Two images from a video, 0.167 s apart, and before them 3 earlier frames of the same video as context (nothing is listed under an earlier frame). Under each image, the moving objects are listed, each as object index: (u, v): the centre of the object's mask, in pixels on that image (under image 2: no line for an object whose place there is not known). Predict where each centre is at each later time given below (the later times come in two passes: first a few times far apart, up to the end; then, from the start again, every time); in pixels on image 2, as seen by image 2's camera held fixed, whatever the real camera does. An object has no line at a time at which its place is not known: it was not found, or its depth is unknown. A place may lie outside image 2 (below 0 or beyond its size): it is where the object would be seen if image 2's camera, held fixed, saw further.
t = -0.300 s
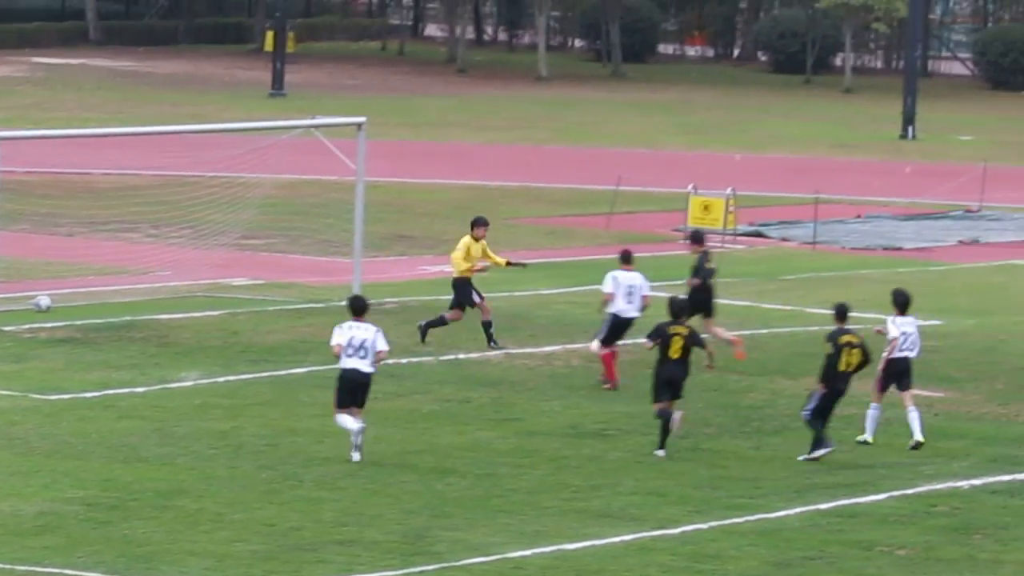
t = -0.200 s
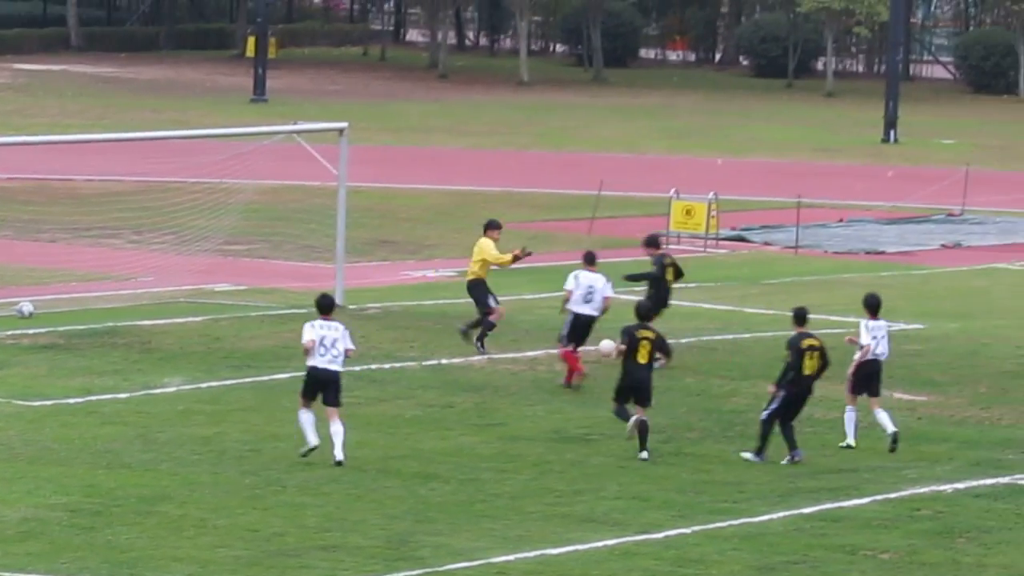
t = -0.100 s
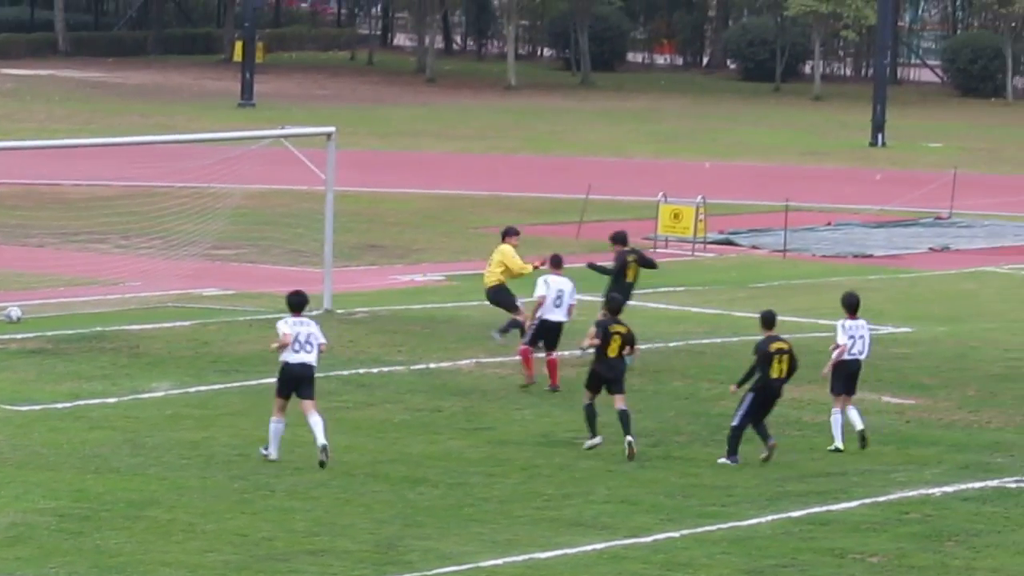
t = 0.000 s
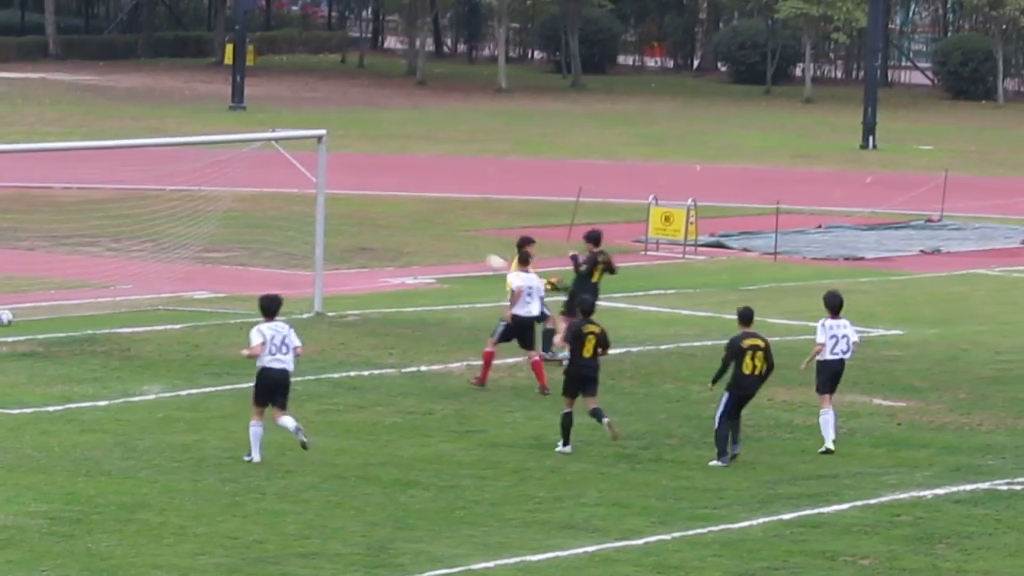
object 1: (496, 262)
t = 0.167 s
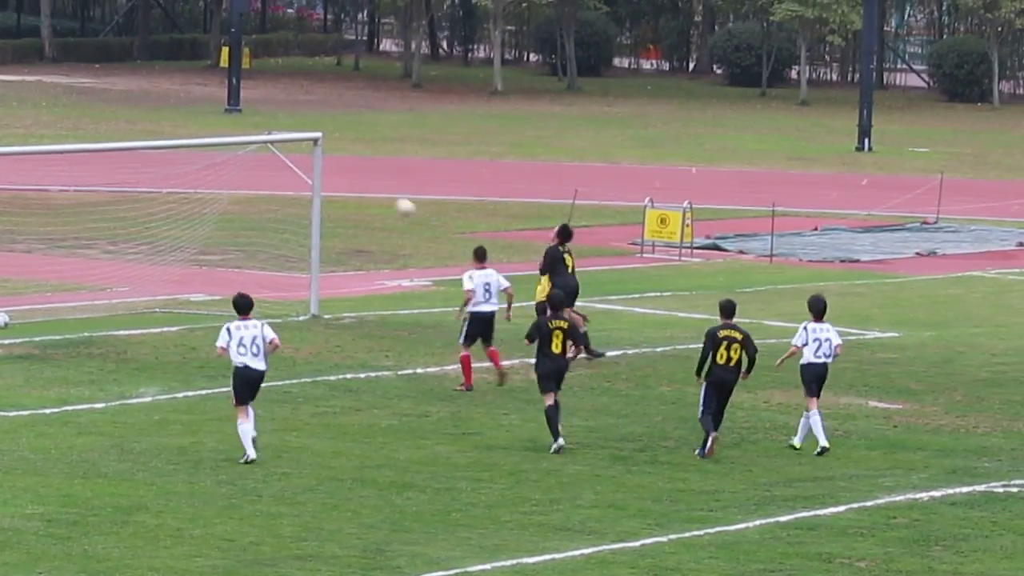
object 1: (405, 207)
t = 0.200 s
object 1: (390, 199)
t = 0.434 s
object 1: (292, 167)
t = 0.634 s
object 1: (204, 177)
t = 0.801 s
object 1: (126, 206)
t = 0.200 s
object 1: (390, 199)
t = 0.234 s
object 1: (375, 191)
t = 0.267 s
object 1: (361, 184)
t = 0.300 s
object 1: (346, 179)
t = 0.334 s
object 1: (333, 174)
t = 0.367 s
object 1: (319, 170)
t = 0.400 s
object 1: (306, 168)
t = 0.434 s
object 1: (292, 167)
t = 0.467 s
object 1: (278, 168)
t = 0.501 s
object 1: (264, 168)
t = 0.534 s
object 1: (249, 169)
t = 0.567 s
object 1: (233, 171)
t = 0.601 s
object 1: (219, 173)
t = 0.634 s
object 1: (204, 177)
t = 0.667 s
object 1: (187, 182)
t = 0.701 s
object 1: (174, 186)
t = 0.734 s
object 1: (158, 191)
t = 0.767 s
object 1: (141, 199)
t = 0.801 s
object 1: (126, 206)
